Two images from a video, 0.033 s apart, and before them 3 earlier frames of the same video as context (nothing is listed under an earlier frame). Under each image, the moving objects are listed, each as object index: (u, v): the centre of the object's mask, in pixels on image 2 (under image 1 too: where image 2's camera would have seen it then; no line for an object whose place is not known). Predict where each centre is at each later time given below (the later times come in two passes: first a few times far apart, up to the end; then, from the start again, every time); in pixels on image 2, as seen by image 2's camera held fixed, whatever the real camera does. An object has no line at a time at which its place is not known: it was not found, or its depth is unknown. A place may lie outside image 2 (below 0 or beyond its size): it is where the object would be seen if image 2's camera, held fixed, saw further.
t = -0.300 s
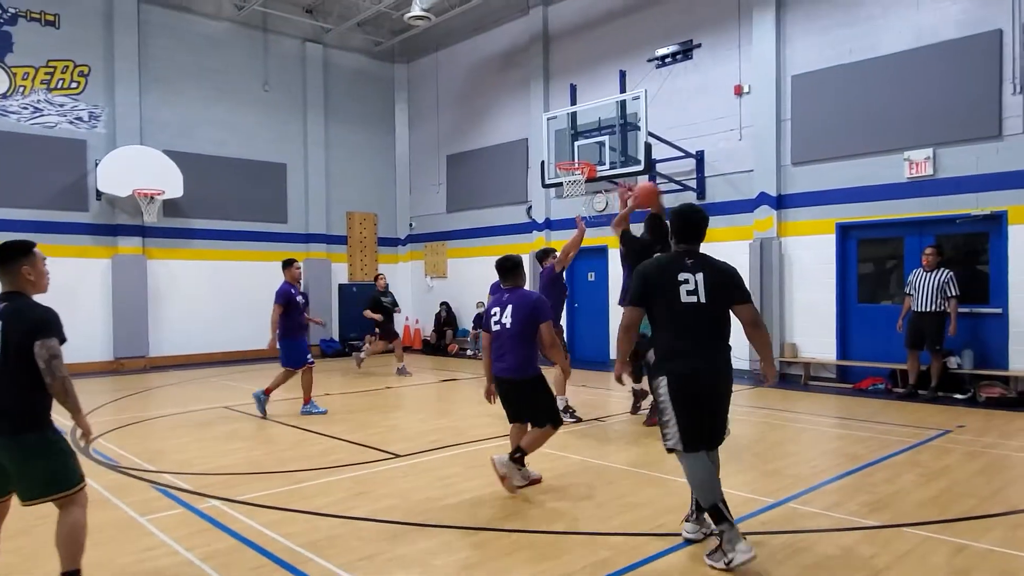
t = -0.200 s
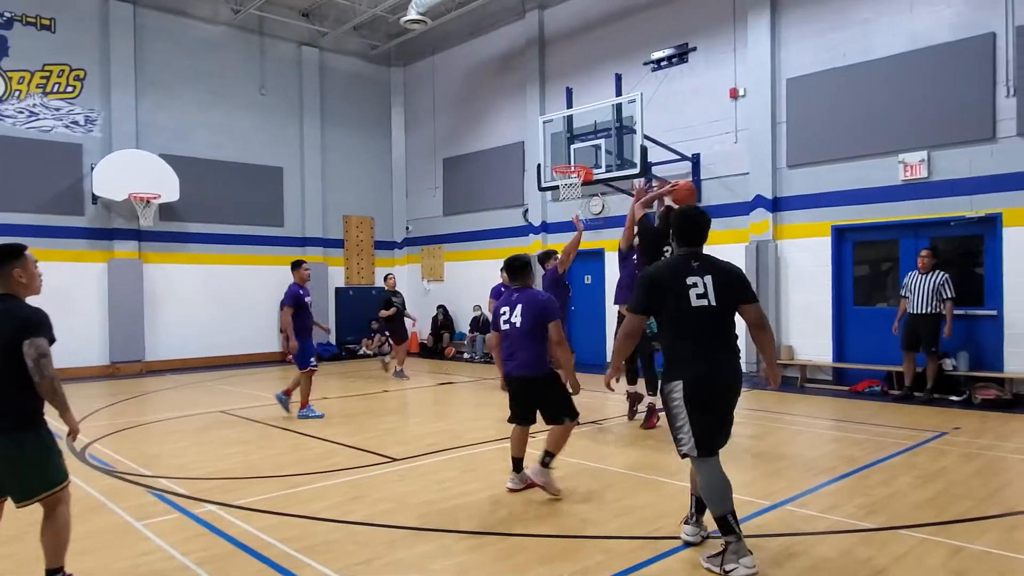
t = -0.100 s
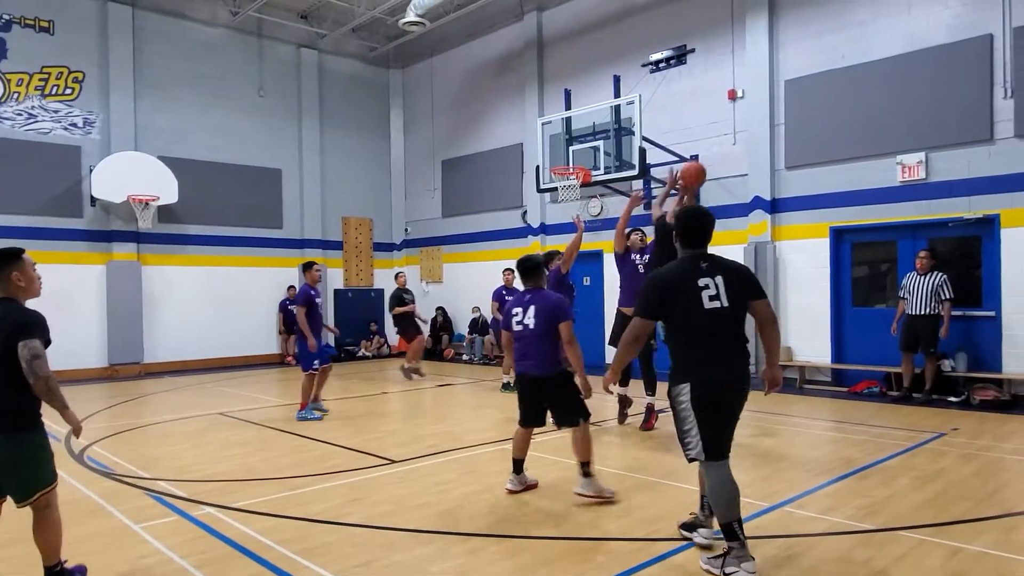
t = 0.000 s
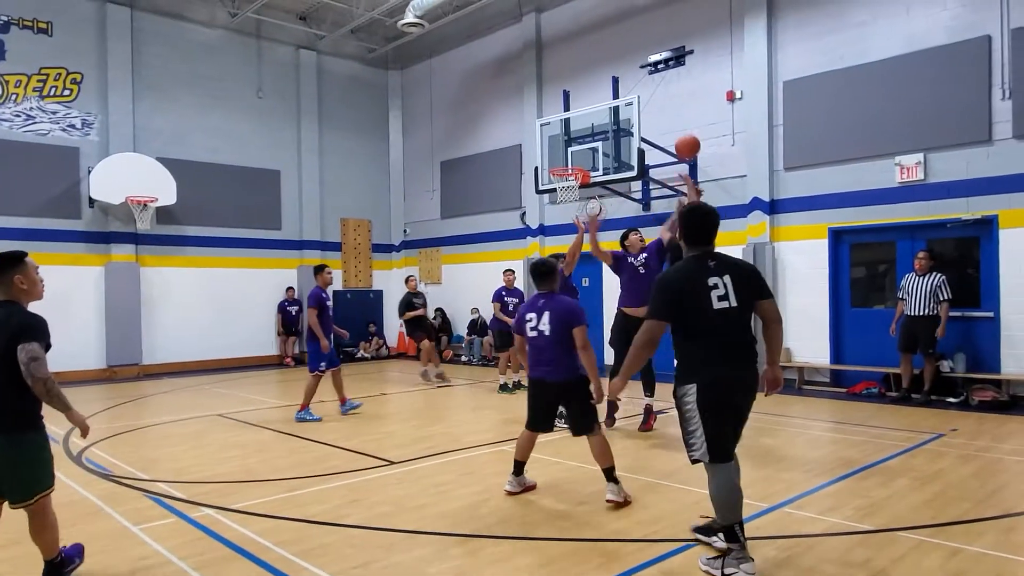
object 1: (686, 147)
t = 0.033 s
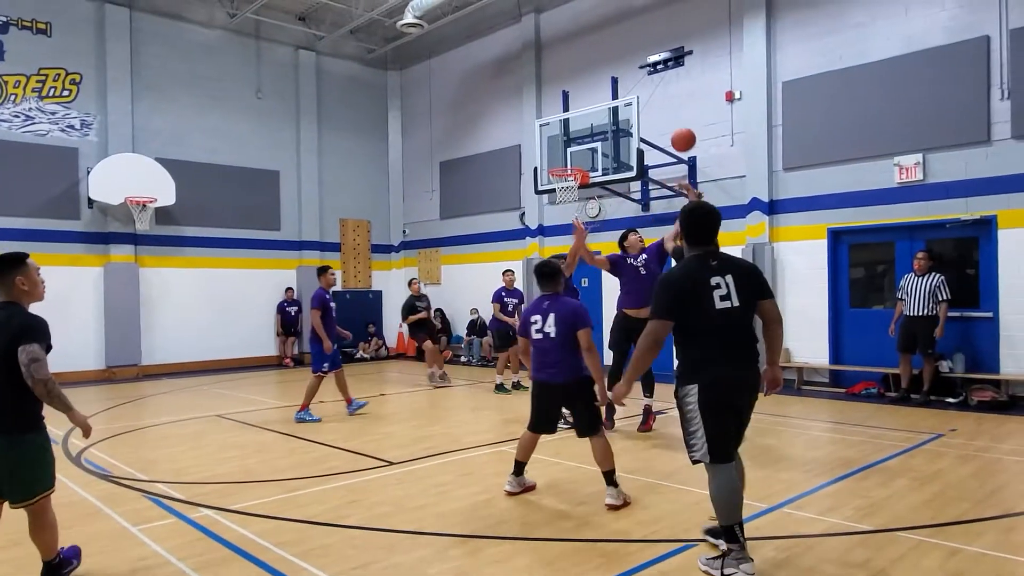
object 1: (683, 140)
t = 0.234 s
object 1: (666, 123)
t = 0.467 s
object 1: (650, 150)
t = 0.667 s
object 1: (638, 202)
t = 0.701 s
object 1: (637, 213)
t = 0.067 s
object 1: (680, 134)
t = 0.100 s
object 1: (677, 130)
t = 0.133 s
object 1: (674, 126)
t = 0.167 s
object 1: (671, 124)
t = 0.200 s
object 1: (668, 123)
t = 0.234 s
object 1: (666, 123)
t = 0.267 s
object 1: (663, 124)
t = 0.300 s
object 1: (661, 126)
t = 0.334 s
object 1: (658, 129)
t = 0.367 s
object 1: (656, 133)
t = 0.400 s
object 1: (654, 137)
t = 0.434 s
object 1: (652, 143)
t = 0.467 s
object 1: (650, 150)
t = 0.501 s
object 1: (647, 157)
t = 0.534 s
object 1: (646, 164)
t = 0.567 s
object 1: (645, 172)
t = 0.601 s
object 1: (642, 181)
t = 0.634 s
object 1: (640, 192)
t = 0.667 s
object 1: (638, 202)
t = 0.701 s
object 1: (637, 213)
